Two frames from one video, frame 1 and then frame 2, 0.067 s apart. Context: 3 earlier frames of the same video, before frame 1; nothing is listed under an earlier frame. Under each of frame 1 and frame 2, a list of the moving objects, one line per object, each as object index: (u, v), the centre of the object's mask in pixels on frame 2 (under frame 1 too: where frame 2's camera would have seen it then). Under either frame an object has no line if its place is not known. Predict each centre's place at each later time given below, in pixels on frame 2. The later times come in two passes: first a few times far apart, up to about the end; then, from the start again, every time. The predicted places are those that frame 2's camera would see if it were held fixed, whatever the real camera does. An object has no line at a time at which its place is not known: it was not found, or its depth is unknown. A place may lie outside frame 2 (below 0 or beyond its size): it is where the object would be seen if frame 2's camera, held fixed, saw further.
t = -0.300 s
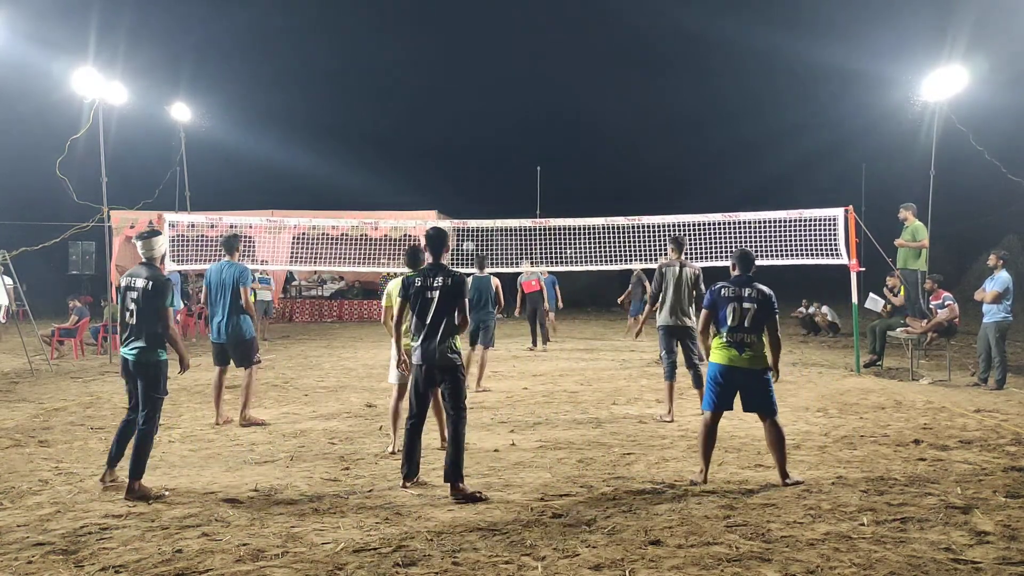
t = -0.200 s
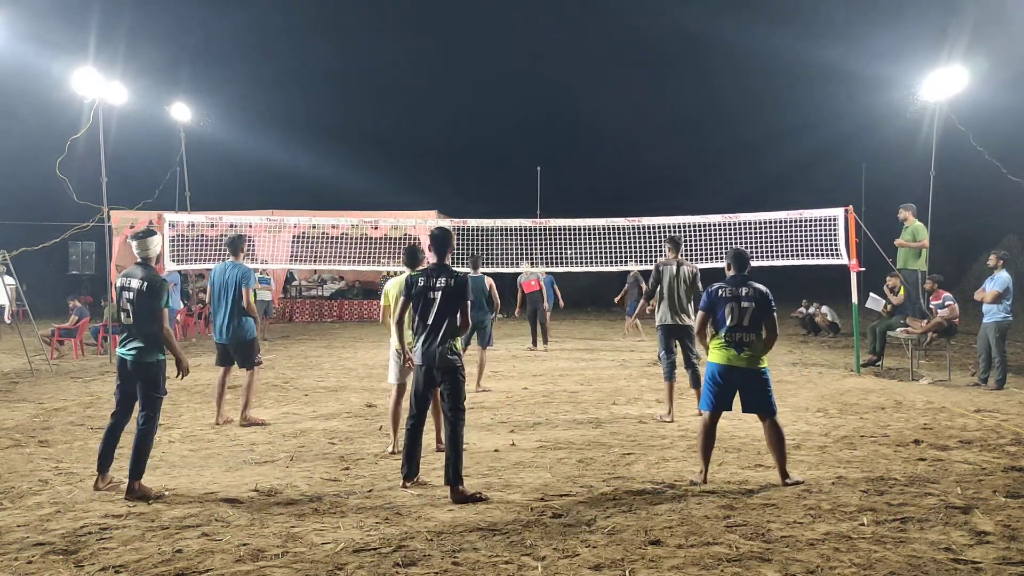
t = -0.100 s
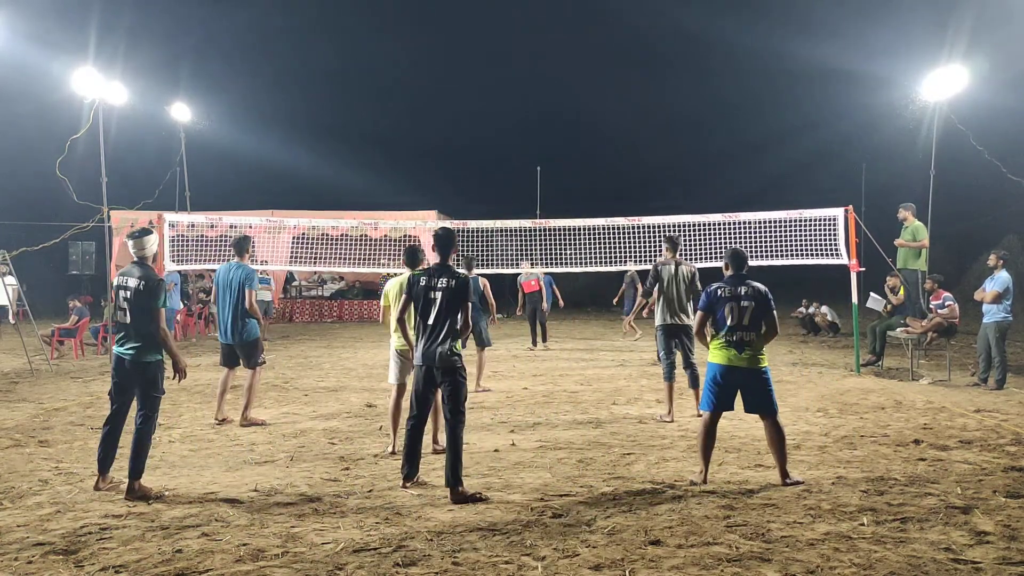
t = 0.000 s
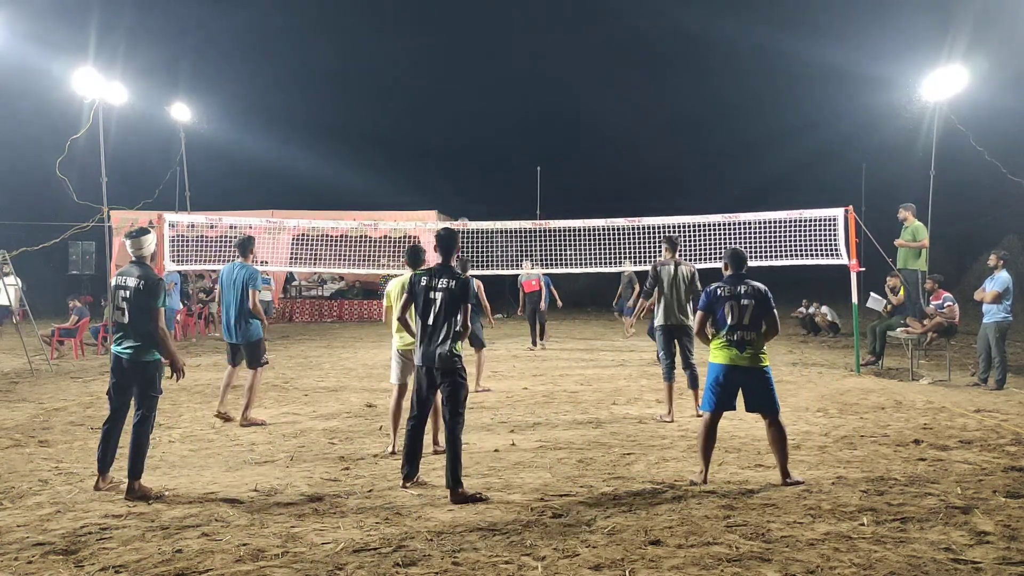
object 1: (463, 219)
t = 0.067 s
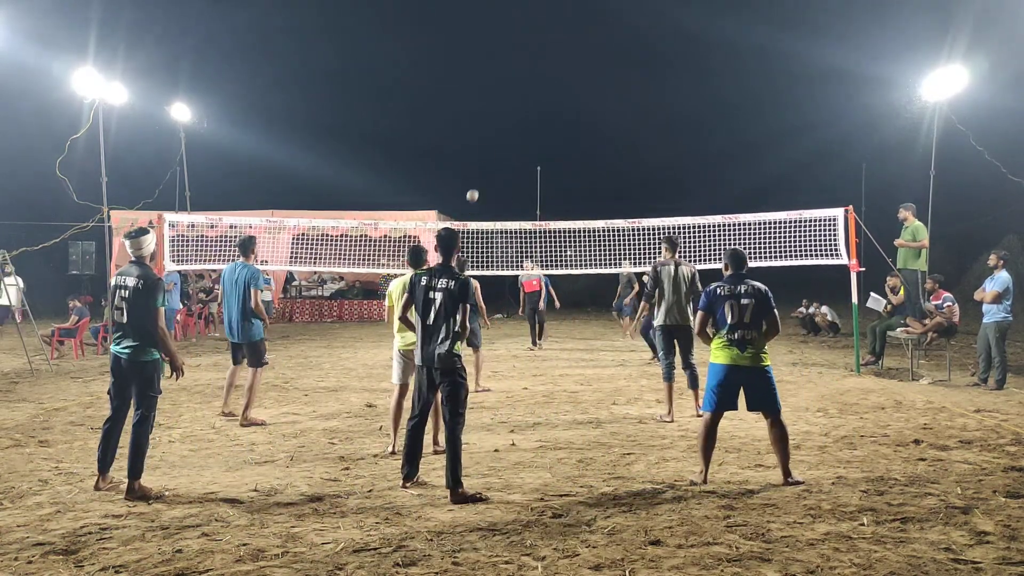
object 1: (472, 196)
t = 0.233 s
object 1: (499, 131)
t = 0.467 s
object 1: (543, 58)
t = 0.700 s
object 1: (599, 15)
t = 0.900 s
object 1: (659, 13)
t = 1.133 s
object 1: (753, 73)
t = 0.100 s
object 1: (477, 182)
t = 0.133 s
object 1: (483, 168)
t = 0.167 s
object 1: (488, 155)
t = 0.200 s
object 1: (493, 143)
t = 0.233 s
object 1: (499, 131)
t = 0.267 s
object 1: (505, 119)
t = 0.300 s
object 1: (511, 108)
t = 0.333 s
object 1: (517, 97)
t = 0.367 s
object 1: (523, 87)
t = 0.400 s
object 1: (530, 76)
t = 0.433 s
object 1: (536, 67)
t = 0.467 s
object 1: (543, 58)
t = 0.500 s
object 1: (550, 50)
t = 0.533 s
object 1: (558, 42)
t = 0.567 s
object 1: (565, 35)
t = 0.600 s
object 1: (573, 29)
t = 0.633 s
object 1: (582, 24)
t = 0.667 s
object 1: (590, 19)
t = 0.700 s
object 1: (599, 15)
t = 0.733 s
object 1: (608, 12)
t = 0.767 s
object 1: (617, 10)
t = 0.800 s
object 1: (627, 9)
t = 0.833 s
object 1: (638, 9)
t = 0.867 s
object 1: (648, 10)
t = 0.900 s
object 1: (659, 13)
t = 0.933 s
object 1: (671, 16)
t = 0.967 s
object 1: (683, 22)
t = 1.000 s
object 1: (695, 29)
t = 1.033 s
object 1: (709, 37)
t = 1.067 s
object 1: (723, 47)
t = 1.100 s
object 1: (738, 59)
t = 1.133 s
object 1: (753, 73)
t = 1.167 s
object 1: (769, 89)
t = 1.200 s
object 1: (785, 108)
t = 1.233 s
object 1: (804, 130)
